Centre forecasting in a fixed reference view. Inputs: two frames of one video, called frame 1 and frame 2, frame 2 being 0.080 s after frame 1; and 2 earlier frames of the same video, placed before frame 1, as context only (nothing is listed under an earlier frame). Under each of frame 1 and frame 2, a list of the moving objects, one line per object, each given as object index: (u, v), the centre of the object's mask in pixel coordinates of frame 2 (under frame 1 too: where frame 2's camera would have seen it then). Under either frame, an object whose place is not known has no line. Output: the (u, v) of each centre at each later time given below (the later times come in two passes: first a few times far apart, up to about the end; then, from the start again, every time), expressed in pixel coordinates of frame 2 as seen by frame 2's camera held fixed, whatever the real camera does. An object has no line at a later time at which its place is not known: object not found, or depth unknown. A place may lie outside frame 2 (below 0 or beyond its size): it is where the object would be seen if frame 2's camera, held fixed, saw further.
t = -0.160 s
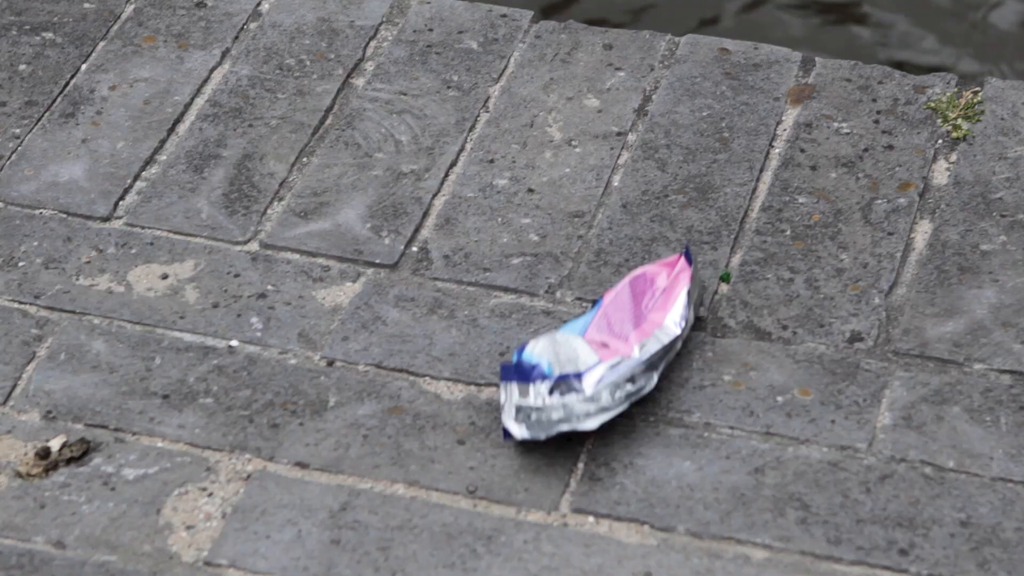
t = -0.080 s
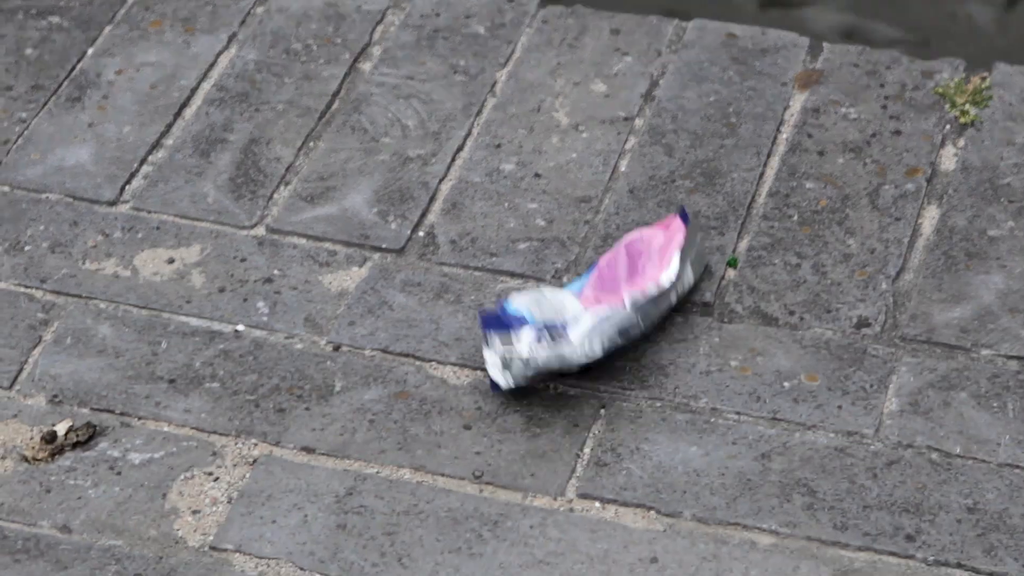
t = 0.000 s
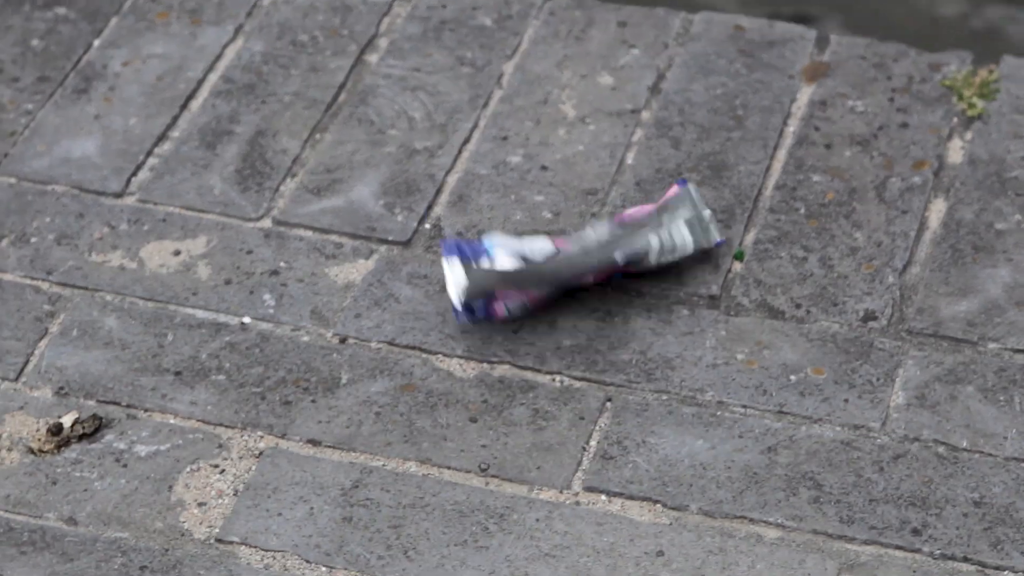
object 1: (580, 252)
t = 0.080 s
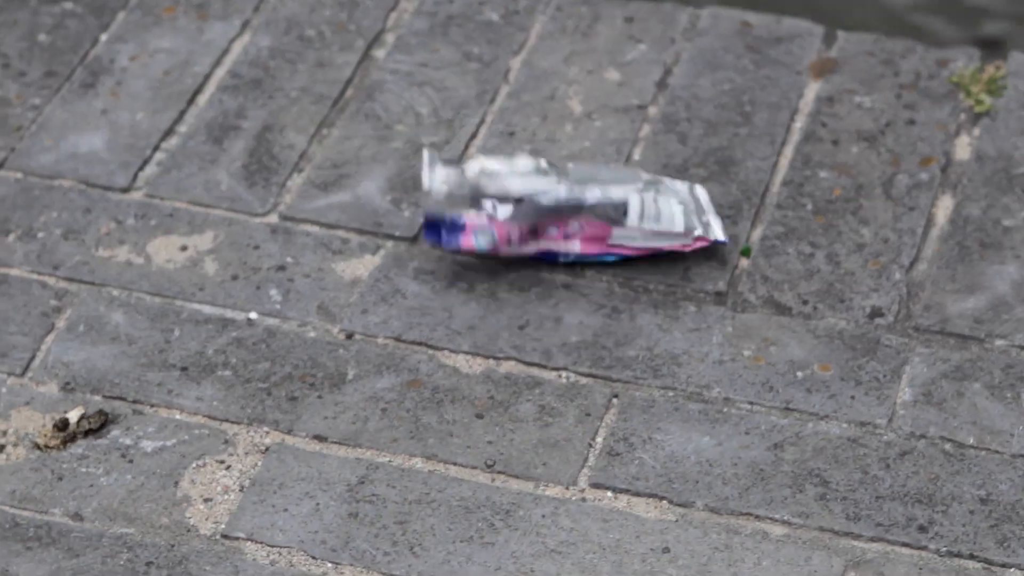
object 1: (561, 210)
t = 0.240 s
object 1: (566, 179)
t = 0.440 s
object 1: (547, 197)
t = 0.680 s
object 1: (434, 224)
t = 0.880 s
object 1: (475, 154)
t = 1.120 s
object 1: (507, 110)
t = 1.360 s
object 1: (554, 85)
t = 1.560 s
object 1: (554, 84)
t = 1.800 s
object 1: (523, 104)
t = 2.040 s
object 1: (489, 87)
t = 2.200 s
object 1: (516, 77)
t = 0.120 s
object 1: (555, 194)
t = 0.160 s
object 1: (558, 184)
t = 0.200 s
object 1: (563, 180)
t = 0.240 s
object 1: (566, 179)
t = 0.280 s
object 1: (568, 179)
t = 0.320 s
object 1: (570, 180)
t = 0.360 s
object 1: (571, 180)
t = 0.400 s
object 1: (567, 184)
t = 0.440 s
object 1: (547, 197)
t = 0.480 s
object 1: (510, 213)
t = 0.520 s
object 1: (469, 233)
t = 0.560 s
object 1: (442, 245)
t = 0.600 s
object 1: (432, 242)
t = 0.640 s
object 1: (433, 235)
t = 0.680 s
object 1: (434, 224)
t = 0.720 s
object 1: (438, 216)
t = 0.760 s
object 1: (453, 205)
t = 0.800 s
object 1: (464, 193)
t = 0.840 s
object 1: (469, 173)
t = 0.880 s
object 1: (475, 154)
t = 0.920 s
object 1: (484, 142)
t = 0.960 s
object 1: (489, 135)
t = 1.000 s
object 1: (494, 130)
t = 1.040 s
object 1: (499, 120)
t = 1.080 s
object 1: (500, 116)
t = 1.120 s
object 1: (507, 110)
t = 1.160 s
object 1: (523, 109)
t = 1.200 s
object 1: (541, 102)
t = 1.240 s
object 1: (554, 98)
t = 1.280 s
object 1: (552, 91)
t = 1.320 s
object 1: (554, 87)
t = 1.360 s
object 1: (554, 85)
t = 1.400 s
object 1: (555, 85)
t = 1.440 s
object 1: (554, 85)
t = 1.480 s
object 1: (553, 86)
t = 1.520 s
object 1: (554, 86)
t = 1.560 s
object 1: (554, 84)
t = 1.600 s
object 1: (554, 83)
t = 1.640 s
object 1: (554, 84)
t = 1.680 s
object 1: (557, 90)
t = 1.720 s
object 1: (537, 102)
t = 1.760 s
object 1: (527, 107)
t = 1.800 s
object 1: (523, 104)
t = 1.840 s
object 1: (509, 103)
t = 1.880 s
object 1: (497, 97)
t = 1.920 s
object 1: (488, 94)
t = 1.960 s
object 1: (482, 91)
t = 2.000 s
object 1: (481, 87)
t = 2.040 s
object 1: (489, 87)
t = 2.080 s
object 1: (500, 87)
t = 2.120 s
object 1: (509, 92)
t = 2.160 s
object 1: (513, 80)
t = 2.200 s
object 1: (516, 77)
